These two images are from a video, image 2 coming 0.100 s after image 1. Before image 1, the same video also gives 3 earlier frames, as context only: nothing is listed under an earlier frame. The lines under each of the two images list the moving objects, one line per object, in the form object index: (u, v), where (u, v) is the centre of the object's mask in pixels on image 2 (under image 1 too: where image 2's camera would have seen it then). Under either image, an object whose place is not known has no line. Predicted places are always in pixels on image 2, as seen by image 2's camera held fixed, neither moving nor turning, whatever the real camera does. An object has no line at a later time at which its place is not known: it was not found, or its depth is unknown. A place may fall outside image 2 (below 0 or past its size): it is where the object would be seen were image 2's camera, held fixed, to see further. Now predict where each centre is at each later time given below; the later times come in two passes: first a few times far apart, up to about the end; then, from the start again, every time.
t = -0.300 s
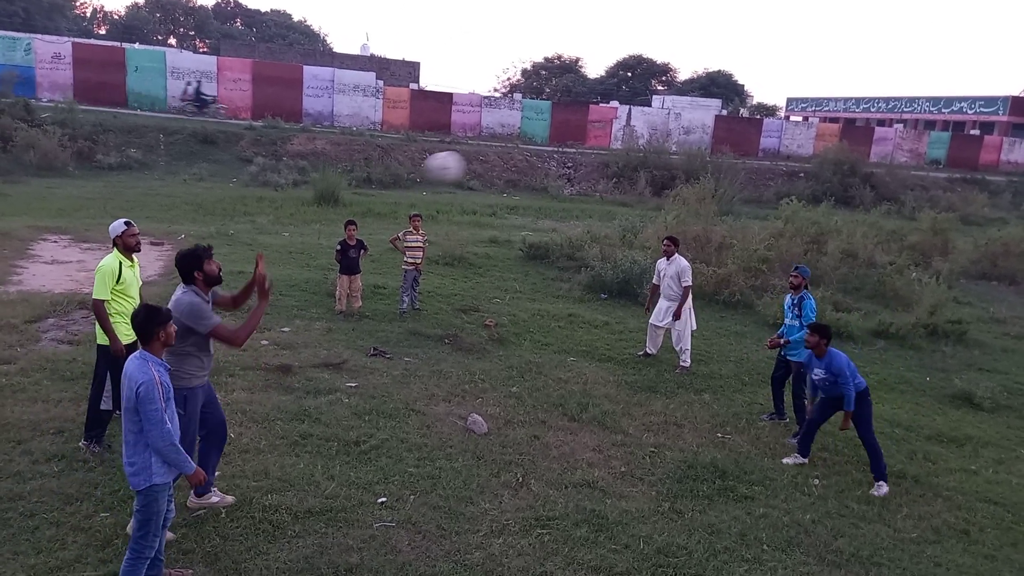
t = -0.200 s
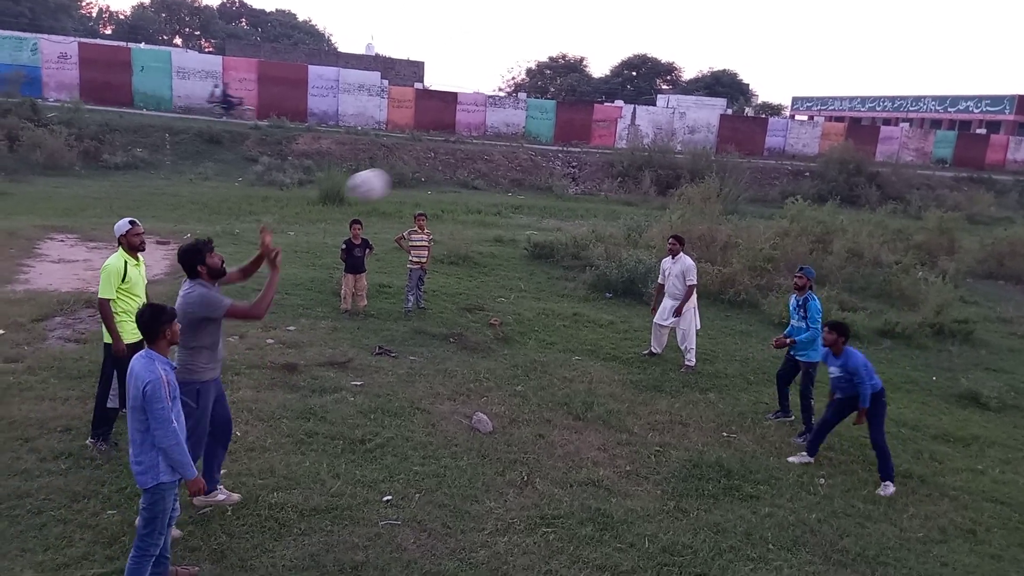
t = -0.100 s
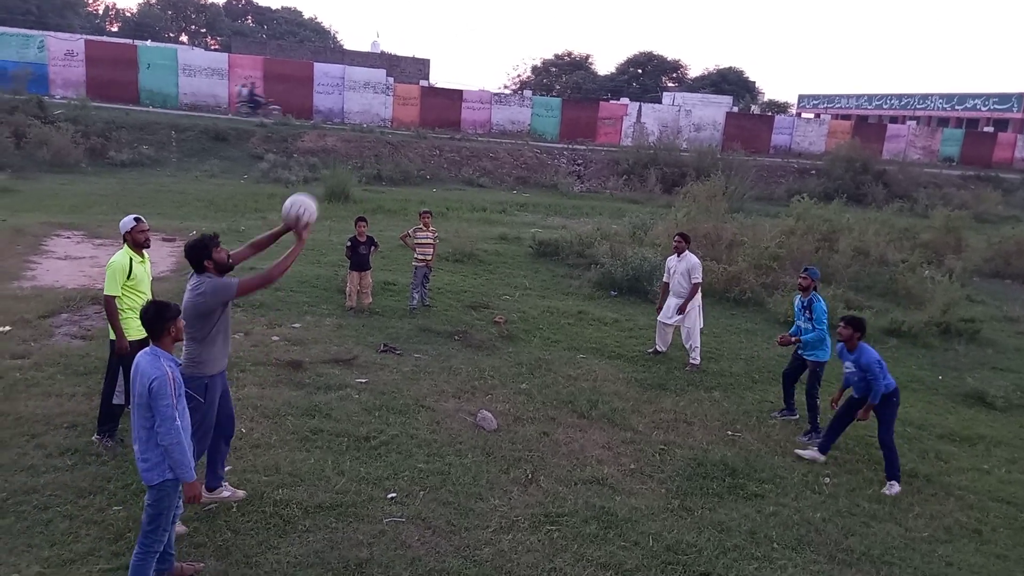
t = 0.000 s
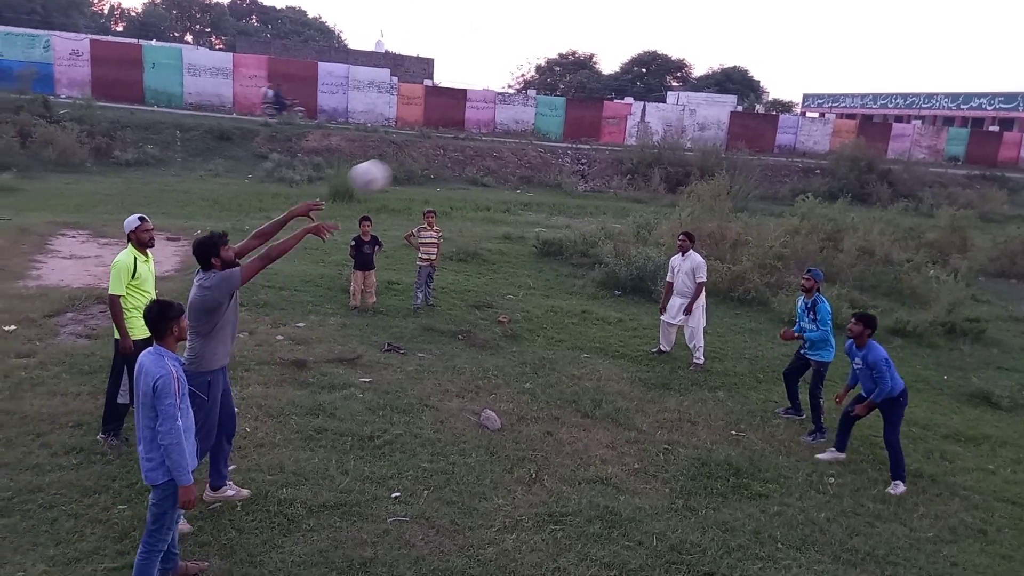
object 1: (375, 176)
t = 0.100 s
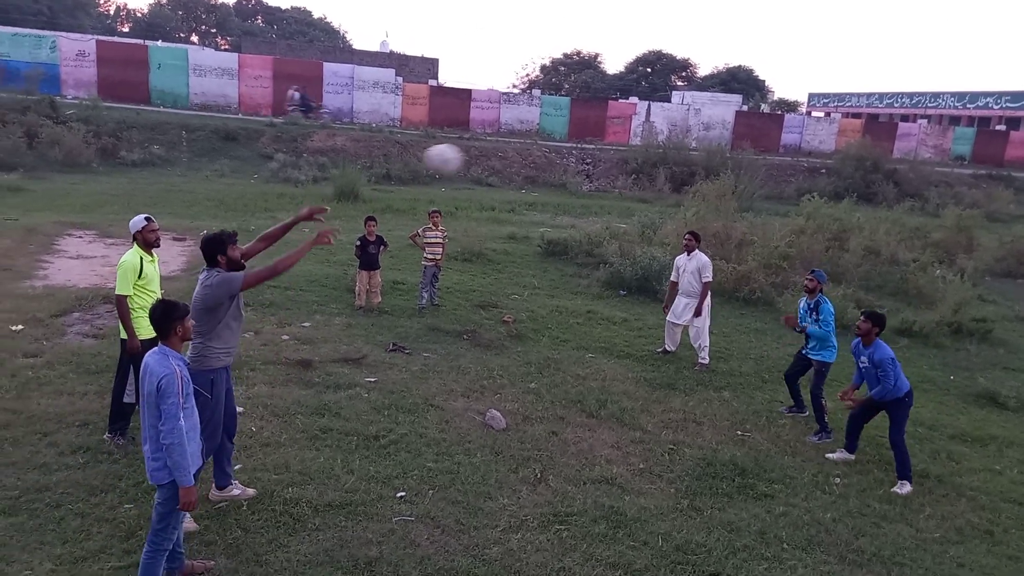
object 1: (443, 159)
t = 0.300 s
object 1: (564, 167)
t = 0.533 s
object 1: (675, 236)
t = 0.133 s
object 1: (465, 157)
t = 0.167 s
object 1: (487, 156)
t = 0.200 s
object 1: (507, 157)
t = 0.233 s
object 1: (527, 159)
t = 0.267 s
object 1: (546, 162)
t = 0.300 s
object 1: (564, 167)
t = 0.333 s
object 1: (582, 173)
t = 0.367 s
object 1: (599, 180)
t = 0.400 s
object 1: (616, 189)
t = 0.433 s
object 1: (632, 199)
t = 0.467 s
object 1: (648, 211)
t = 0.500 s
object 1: (662, 223)
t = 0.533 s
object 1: (675, 236)
